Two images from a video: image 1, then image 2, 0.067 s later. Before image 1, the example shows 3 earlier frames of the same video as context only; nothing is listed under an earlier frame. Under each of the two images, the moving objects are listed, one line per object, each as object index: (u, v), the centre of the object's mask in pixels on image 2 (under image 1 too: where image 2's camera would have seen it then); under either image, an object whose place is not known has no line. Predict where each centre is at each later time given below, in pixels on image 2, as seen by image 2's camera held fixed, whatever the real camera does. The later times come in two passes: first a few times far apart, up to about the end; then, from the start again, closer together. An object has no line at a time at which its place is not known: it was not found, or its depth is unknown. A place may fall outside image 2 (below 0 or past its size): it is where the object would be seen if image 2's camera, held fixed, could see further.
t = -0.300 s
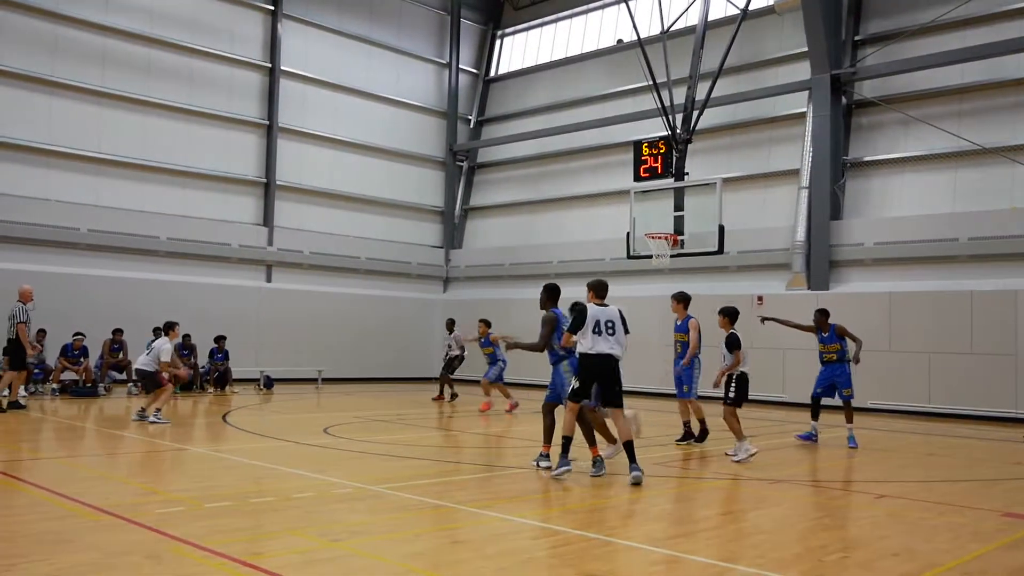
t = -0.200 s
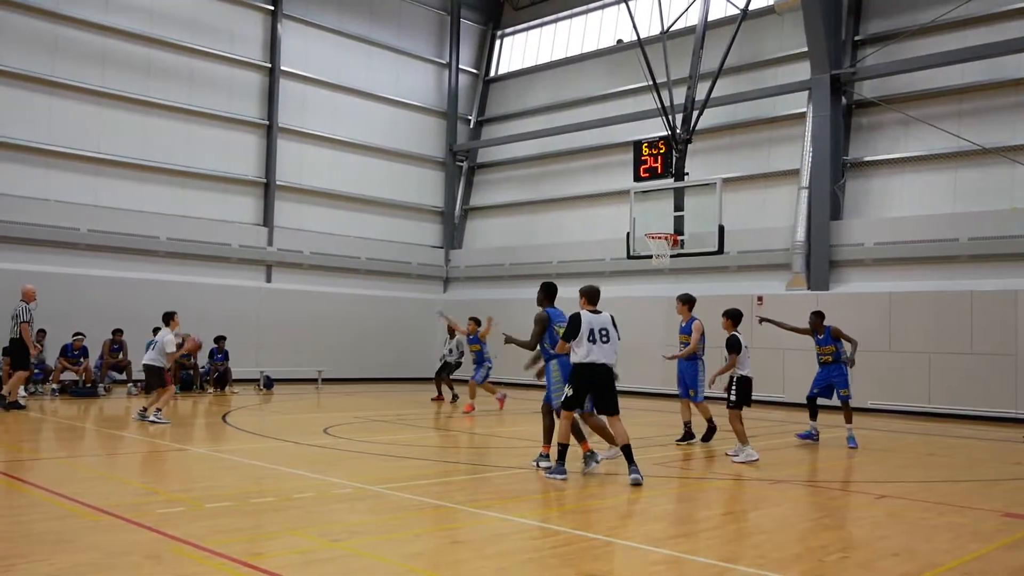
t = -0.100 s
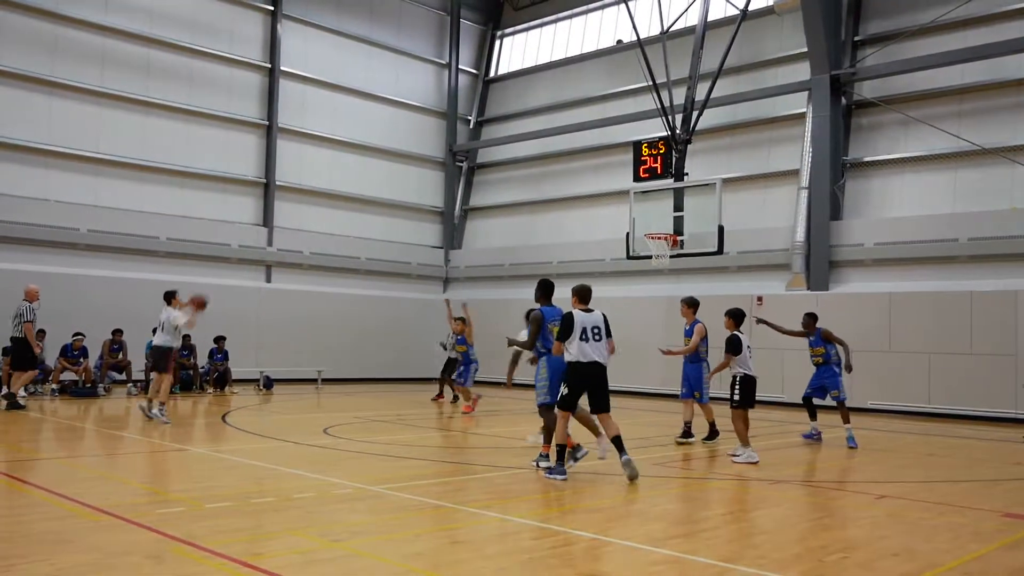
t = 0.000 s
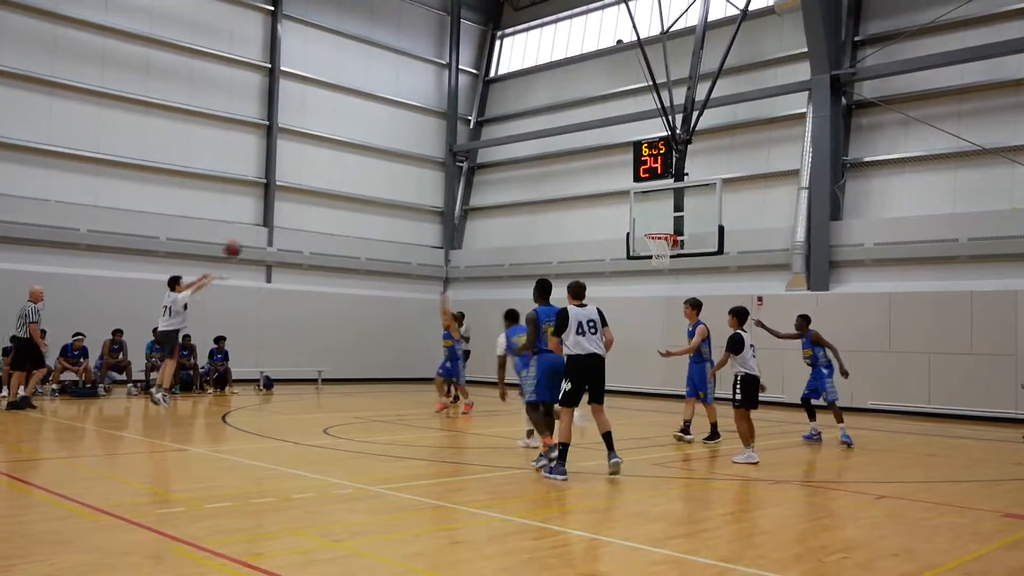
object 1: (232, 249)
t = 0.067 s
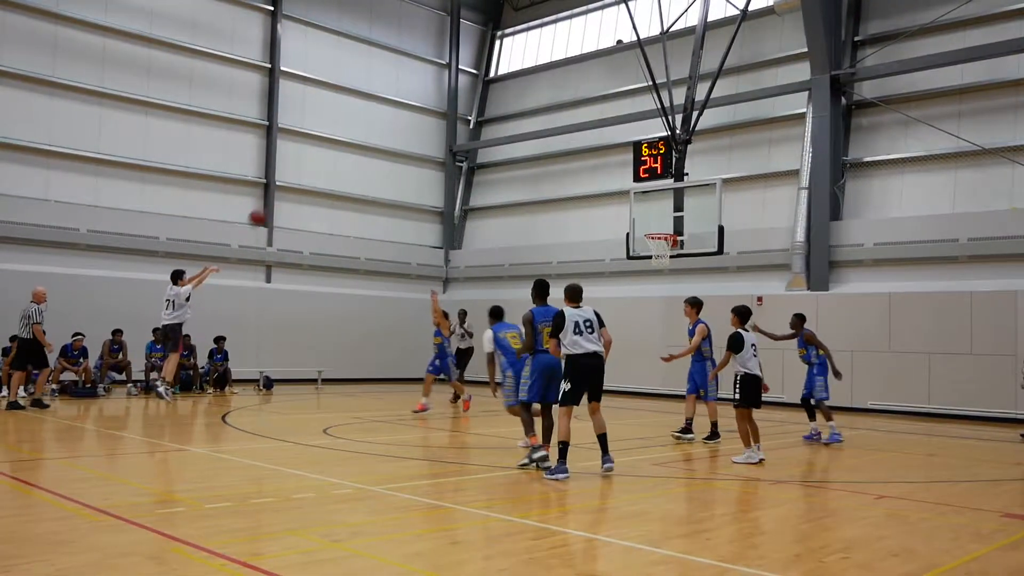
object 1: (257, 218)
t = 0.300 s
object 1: (339, 134)
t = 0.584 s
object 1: (428, 86)
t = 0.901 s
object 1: (518, 95)
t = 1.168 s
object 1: (587, 148)
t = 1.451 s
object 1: (645, 243)
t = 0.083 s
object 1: (263, 212)
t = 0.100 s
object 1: (269, 204)
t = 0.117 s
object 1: (275, 196)
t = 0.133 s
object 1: (281, 190)
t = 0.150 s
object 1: (288, 183)
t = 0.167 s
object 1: (294, 176)
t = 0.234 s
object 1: (317, 153)
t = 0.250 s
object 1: (323, 148)
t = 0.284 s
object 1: (333, 139)
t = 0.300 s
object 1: (339, 134)
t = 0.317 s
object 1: (345, 130)
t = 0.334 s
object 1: (350, 125)
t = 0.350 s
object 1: (356, 121)
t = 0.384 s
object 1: (366, 114)
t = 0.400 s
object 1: (372, 111)
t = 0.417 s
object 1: (377, 108)
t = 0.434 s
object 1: (382, 105)
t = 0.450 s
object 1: (387, 102)
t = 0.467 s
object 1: (392, 99)
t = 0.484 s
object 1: (398, 96)
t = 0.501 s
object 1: (403, 94)
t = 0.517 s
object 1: (408, 93)
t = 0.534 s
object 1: (413, 91)
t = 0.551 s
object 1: (418, 89)
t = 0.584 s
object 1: (428, 86)
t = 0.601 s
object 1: (433, 85)
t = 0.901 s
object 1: (518, 95)
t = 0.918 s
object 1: (522, 97)
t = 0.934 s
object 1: (527, 100)
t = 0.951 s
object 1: (531, 102)
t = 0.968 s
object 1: (536, 105)
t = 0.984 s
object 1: (540, 107)
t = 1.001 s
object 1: (544, 111)
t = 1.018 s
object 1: (549, 113)
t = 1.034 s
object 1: (553, 117)
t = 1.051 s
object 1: (557, 120)
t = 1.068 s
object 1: (561, 124)
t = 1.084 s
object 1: (565, 128)
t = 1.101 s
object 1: (570, 132)
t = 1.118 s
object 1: (574, 135)
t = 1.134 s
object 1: (578, 140)
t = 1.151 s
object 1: (582, 144)
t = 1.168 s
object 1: (587, 148)
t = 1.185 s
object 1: (591, 154)
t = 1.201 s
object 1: (595, 159)
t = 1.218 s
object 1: (599, 164)
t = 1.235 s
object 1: (603, 168)
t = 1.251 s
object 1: (606, 173)
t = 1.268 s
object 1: (611, 178)
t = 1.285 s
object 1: (614, 184)
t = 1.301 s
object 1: (618, 189)
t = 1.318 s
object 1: (622, 195)
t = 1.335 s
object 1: (626, 201)
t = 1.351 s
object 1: (630, 207)
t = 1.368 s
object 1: (634, 213)
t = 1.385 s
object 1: (637, 219)
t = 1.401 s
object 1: (641, 226)
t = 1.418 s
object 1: (645, 232)
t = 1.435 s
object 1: (646, 238)
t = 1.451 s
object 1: (645, 243)
